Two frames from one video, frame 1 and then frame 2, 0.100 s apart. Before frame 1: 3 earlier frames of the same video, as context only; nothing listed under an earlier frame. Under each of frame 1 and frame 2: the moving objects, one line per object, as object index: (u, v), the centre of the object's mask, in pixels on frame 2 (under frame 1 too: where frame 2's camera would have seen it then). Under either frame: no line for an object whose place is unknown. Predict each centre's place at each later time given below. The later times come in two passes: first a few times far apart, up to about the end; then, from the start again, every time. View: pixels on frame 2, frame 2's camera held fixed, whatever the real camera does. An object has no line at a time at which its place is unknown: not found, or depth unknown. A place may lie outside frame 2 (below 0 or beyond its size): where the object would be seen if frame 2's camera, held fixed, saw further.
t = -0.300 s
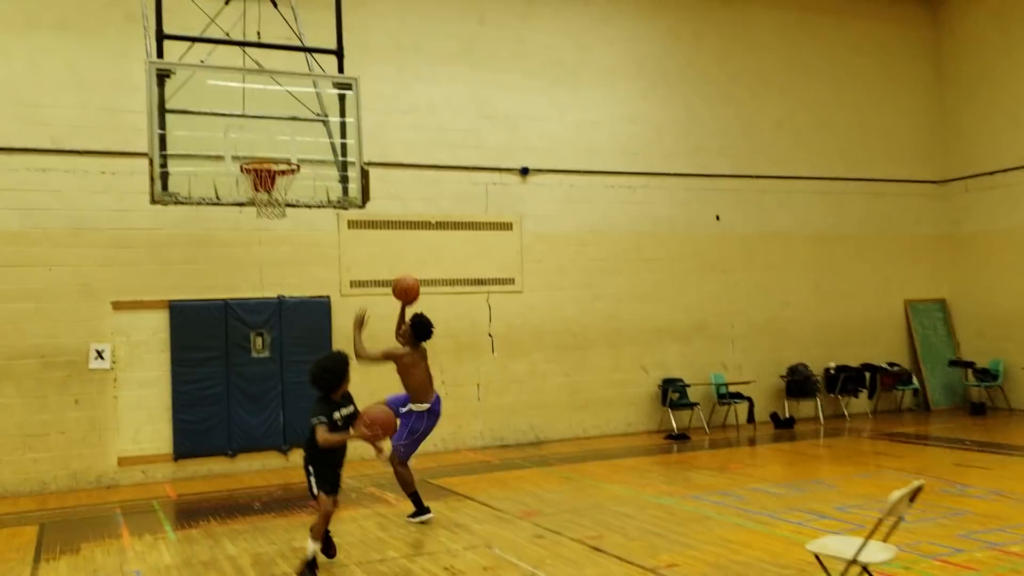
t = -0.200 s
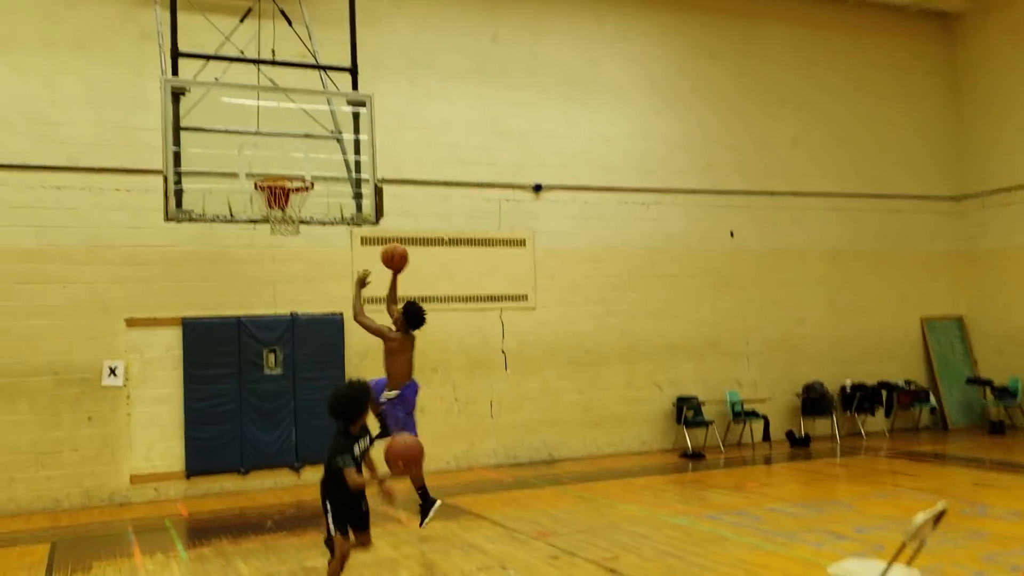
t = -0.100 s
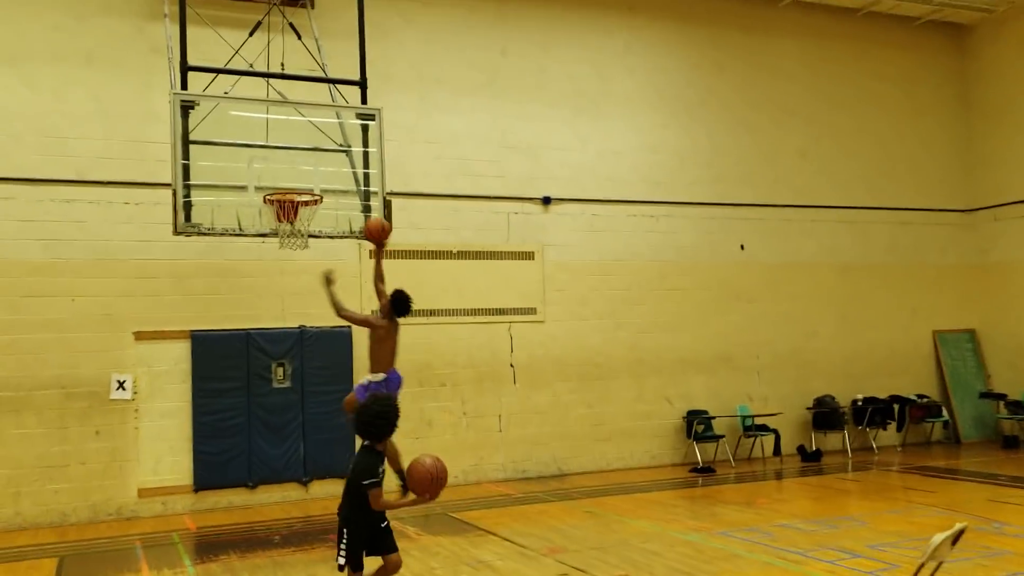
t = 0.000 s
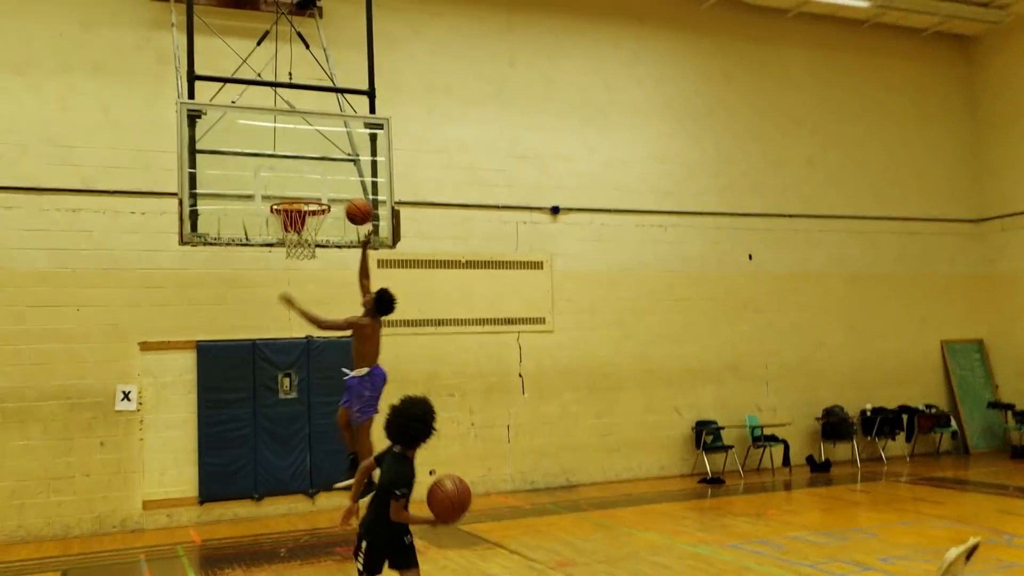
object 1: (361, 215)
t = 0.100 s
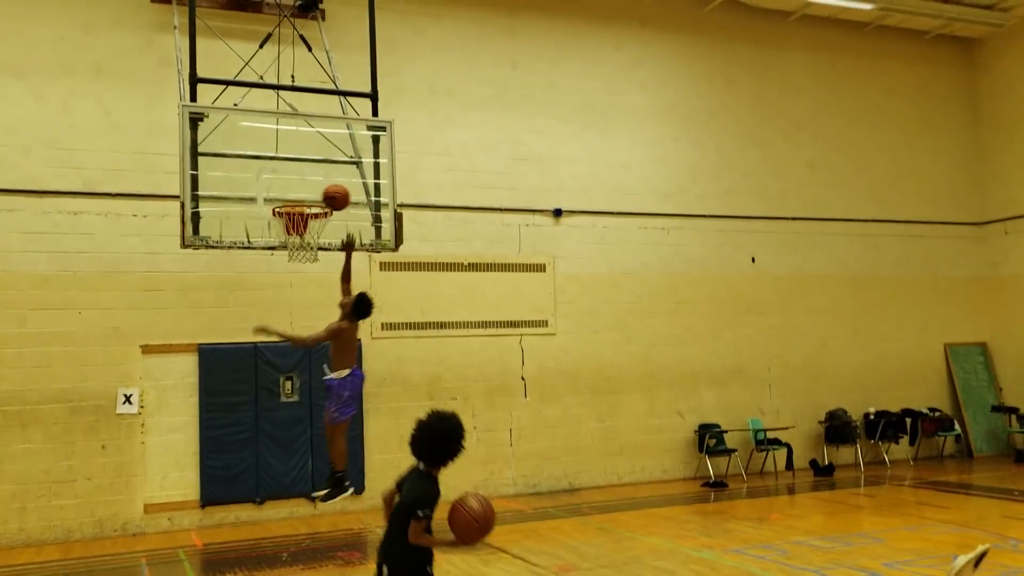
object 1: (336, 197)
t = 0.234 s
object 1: (315, 188)
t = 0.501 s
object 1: (290, 225)
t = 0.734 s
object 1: (299, 259)
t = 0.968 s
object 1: (315, 342)
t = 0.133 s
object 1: (328, 193)
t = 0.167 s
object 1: (322, 191)
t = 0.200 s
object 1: (319, 189)
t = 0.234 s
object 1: (315, 188)
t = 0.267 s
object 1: (312, 188)
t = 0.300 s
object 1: (308, 190)
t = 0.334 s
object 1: (305, 192)
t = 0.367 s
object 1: (302, 195)
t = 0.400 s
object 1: (298, 197)
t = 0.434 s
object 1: (296, 201)
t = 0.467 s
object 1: (293, 219)
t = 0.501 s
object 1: (290, 225)
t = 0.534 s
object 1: (288, 233)
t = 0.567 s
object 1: (288, 236)
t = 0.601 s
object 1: (289, 240)
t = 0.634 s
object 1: (291, 242)
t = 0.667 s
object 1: (294, 250)
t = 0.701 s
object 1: (296, 254)
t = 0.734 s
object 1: (299, 259)
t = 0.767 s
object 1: (300, 266)
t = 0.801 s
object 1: (302, 276)
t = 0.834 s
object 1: (305, 286)
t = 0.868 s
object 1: (307, 298)
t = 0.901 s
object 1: (310, 311)
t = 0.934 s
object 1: (311, 326)
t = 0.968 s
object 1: (315, 342)
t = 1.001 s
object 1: (316, 358)
